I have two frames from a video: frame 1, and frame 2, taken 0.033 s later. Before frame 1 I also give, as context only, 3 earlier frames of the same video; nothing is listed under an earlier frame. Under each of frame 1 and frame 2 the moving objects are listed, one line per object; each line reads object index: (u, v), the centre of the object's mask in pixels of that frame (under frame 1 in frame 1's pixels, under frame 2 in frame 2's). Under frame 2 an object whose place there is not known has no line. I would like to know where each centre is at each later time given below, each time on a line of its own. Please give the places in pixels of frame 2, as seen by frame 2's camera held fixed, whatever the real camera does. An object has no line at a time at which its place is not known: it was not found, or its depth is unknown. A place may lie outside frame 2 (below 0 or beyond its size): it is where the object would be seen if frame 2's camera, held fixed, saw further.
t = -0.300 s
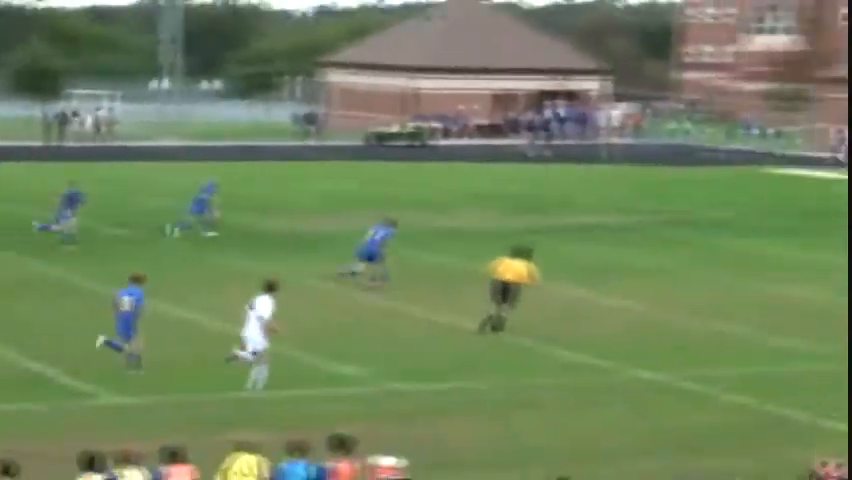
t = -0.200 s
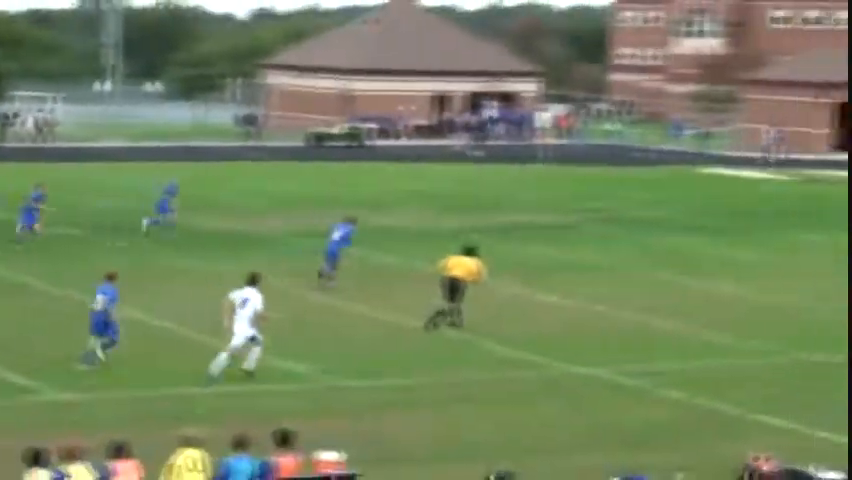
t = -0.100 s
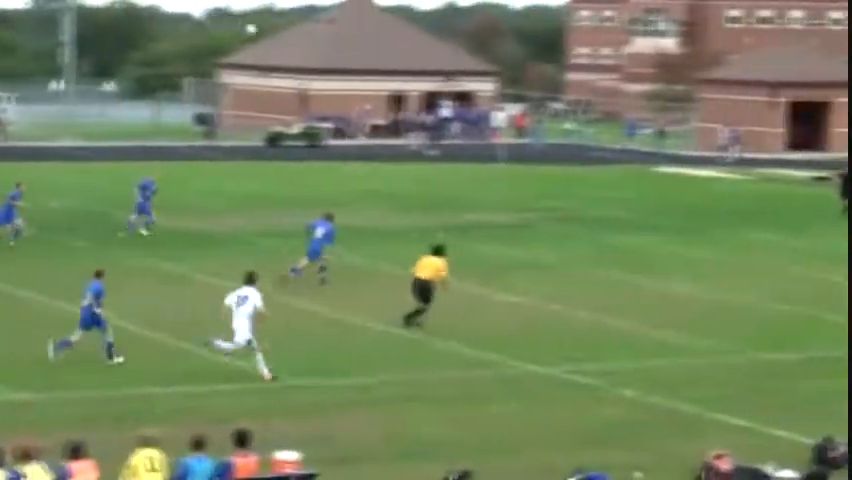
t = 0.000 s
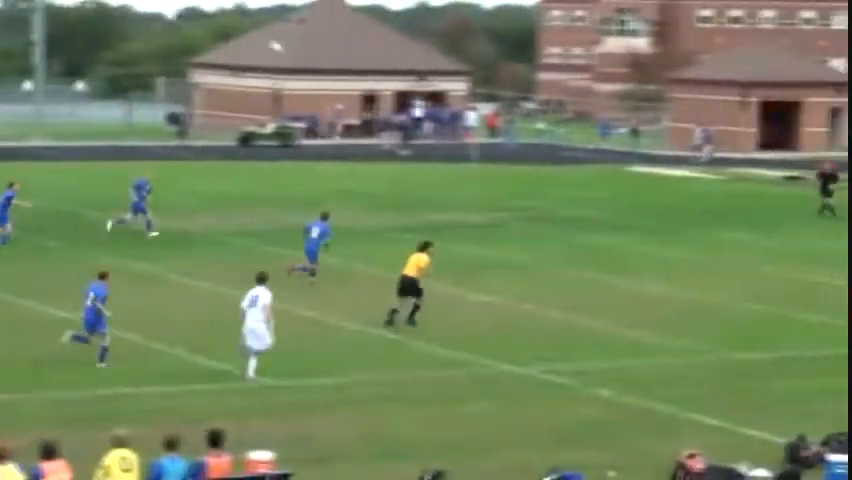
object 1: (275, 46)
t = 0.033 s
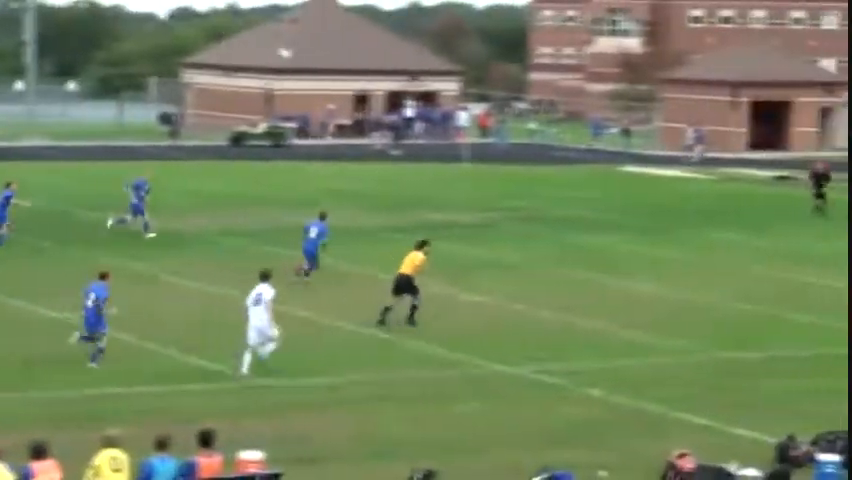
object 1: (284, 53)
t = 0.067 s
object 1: (302, 60)
